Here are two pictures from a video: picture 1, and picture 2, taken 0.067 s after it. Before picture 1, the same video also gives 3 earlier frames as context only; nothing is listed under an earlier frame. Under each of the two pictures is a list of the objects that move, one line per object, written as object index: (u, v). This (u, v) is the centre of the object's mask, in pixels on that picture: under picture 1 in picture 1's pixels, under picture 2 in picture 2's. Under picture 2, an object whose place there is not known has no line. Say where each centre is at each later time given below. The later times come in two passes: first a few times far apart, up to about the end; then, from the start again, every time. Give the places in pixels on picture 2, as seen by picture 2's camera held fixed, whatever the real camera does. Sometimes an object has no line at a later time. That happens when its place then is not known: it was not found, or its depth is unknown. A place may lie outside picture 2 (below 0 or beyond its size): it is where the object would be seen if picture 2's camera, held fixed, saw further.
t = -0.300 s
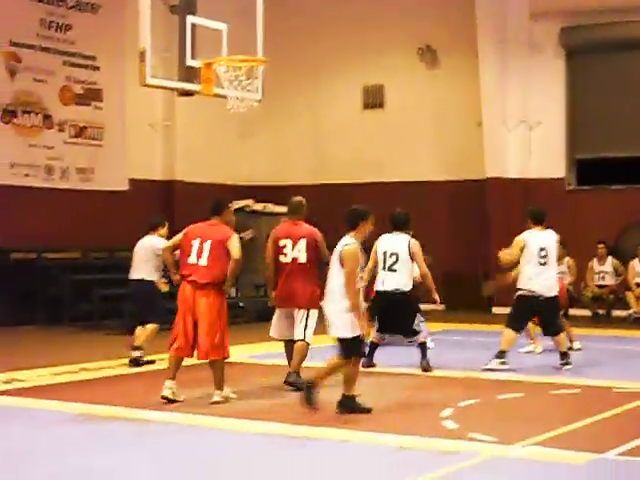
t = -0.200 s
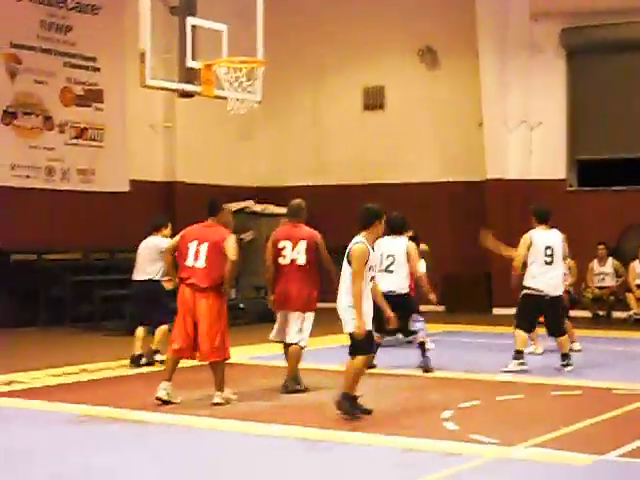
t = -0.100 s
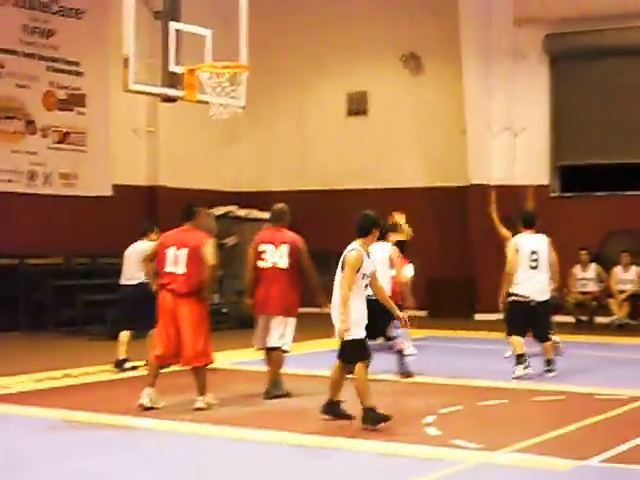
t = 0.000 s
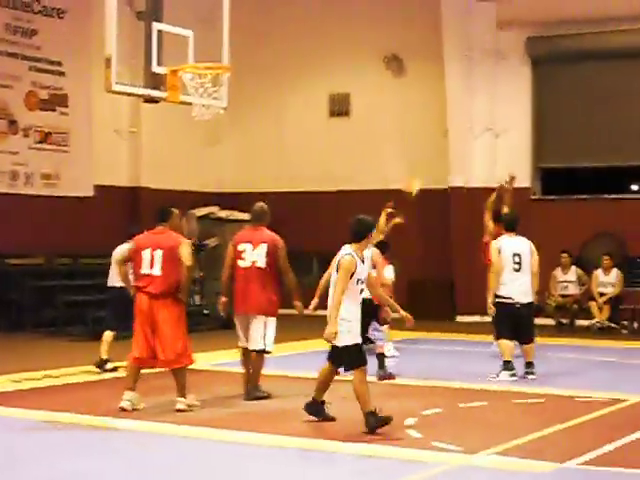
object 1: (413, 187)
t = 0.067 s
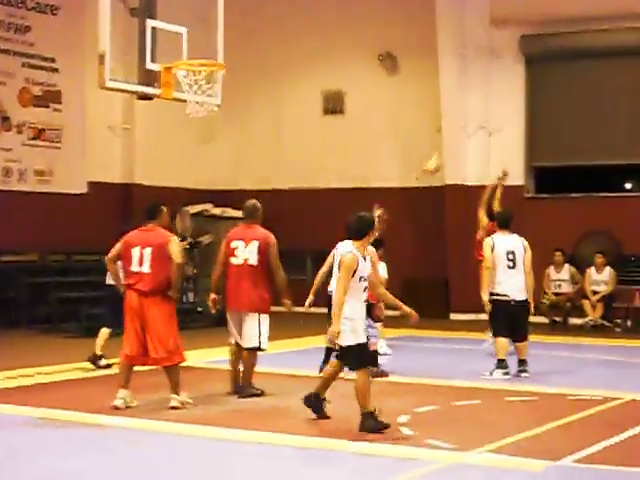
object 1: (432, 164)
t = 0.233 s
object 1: (496, 129)
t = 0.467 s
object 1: (587, 106)
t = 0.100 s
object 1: (444, 156)
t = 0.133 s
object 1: (458, 148)
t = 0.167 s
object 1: (470, 139)
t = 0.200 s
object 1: (484, 135)
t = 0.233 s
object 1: (496, 129)
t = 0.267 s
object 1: (507, 124)
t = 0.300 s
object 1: (525, 117)
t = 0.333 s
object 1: (535, 111)
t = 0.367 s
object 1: (546, 109)
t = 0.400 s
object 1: (560, 107)
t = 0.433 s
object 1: (573, 105)
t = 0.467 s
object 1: (587, 106)
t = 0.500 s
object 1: (599, 106)
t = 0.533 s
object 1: (611, 108)
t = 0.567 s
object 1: (625, 112)
